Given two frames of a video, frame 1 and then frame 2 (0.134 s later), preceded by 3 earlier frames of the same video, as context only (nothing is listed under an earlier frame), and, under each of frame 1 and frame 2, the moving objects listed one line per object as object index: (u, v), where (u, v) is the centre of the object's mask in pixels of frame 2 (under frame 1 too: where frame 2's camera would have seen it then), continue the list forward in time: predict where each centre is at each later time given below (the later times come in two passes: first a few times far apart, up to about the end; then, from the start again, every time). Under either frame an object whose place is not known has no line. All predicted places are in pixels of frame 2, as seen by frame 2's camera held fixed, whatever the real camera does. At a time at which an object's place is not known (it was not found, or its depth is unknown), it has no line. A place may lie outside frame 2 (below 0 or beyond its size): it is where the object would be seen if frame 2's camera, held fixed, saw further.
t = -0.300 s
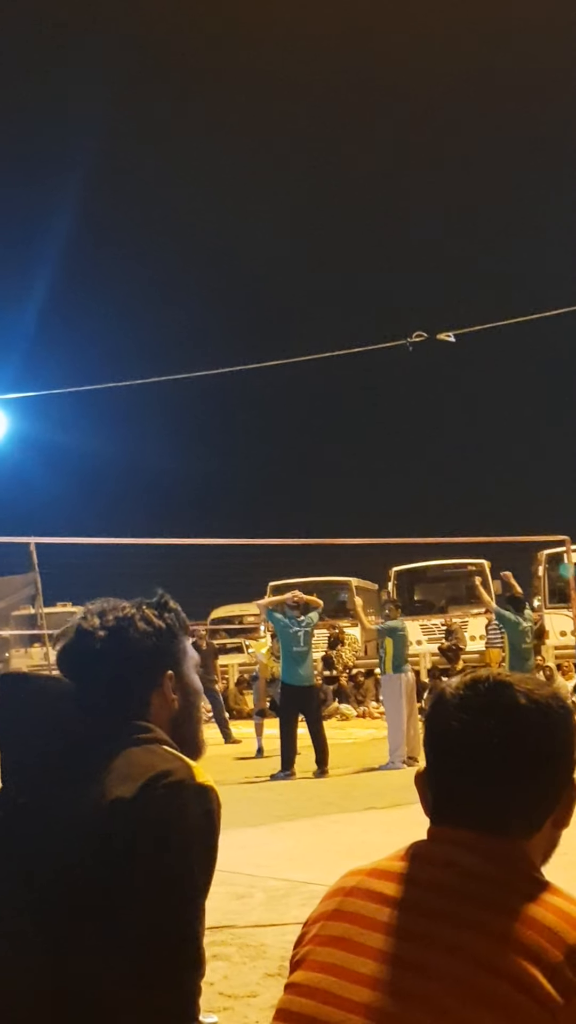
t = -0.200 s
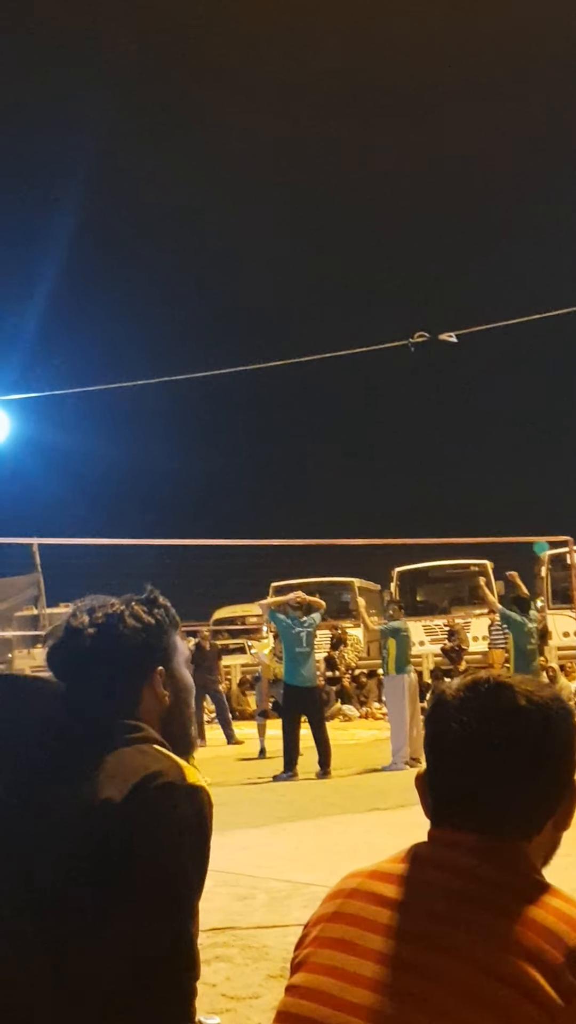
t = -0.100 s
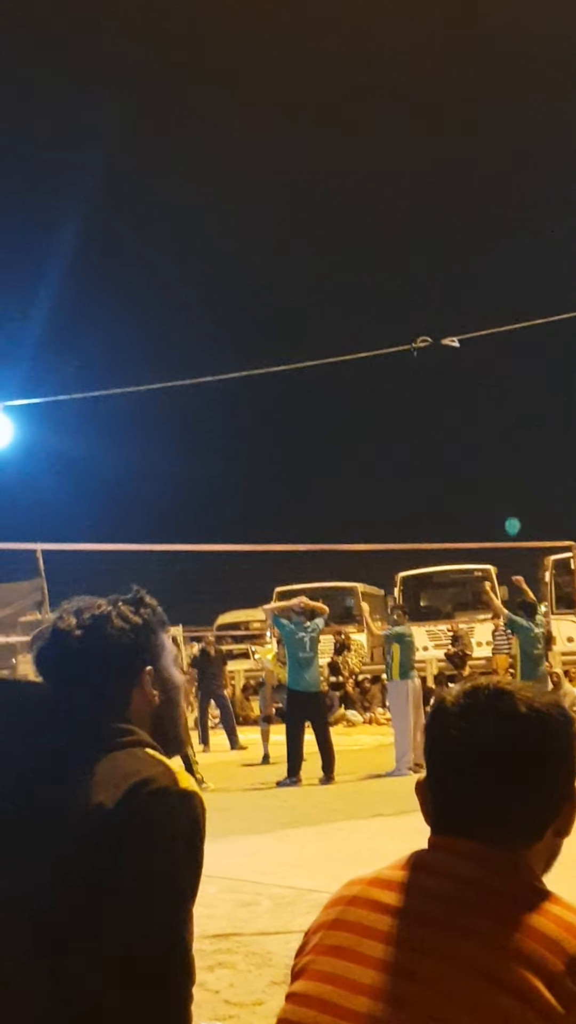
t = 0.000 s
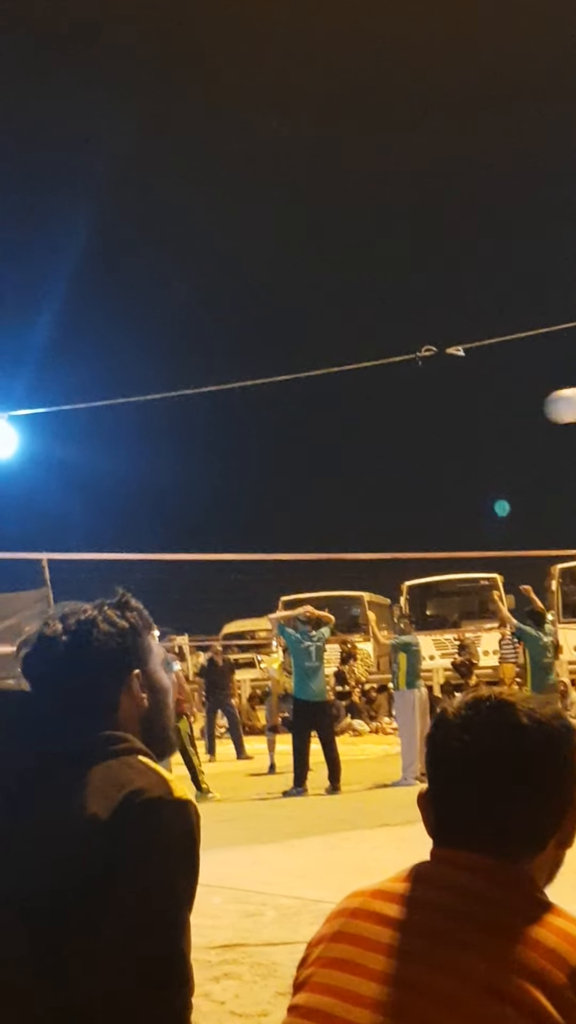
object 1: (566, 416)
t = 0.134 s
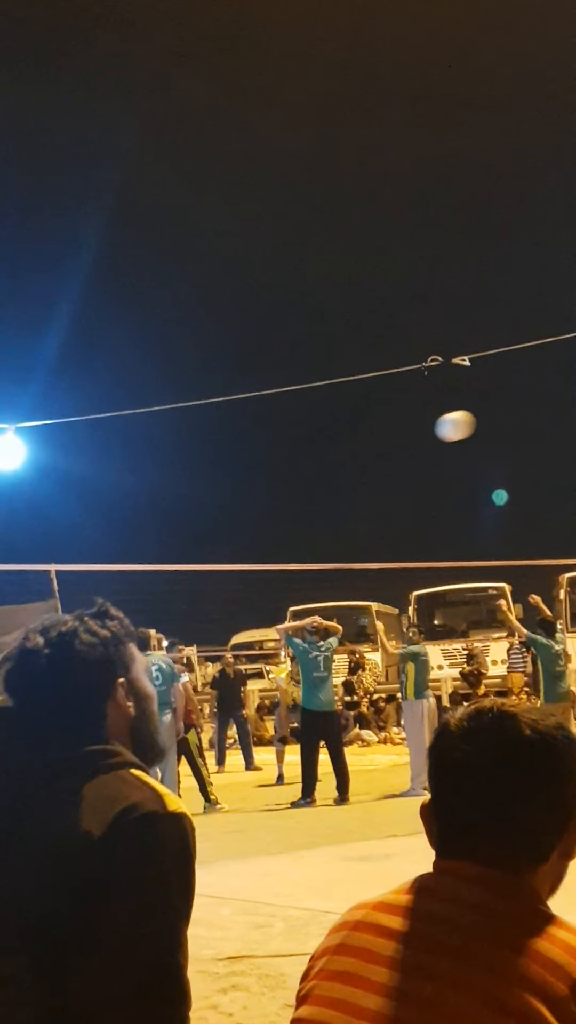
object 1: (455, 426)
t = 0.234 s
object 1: (393, 444)
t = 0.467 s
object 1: (300, 509)
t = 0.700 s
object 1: (246, 601)
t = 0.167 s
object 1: (432, 431)
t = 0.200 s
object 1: (412, 437)
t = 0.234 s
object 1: (393, 444)
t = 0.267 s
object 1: (376, 451)
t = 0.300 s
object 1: (361, 459)
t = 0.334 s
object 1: (346, 468)
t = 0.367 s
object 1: (333, 477)
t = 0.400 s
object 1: (321, 487)
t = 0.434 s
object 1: (310, 498)
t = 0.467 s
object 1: (300, 509)
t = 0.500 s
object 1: (291, 521)
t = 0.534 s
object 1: (282, 533)
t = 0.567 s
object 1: (273, 546)
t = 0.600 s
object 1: (266, 558)
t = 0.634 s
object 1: (259, 573)
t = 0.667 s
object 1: (252, 587)
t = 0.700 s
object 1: (246, 601)
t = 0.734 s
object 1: (241, 615)
